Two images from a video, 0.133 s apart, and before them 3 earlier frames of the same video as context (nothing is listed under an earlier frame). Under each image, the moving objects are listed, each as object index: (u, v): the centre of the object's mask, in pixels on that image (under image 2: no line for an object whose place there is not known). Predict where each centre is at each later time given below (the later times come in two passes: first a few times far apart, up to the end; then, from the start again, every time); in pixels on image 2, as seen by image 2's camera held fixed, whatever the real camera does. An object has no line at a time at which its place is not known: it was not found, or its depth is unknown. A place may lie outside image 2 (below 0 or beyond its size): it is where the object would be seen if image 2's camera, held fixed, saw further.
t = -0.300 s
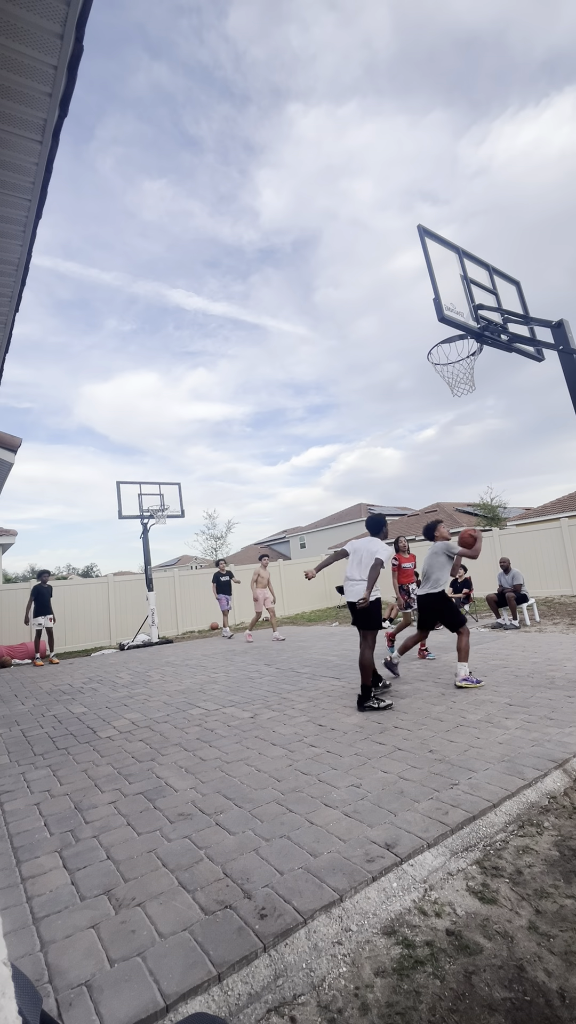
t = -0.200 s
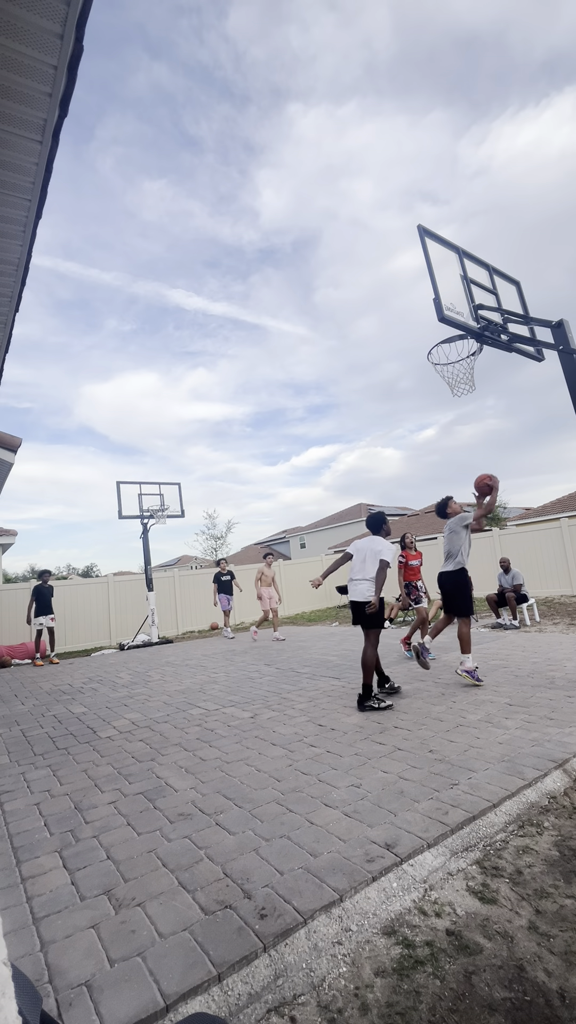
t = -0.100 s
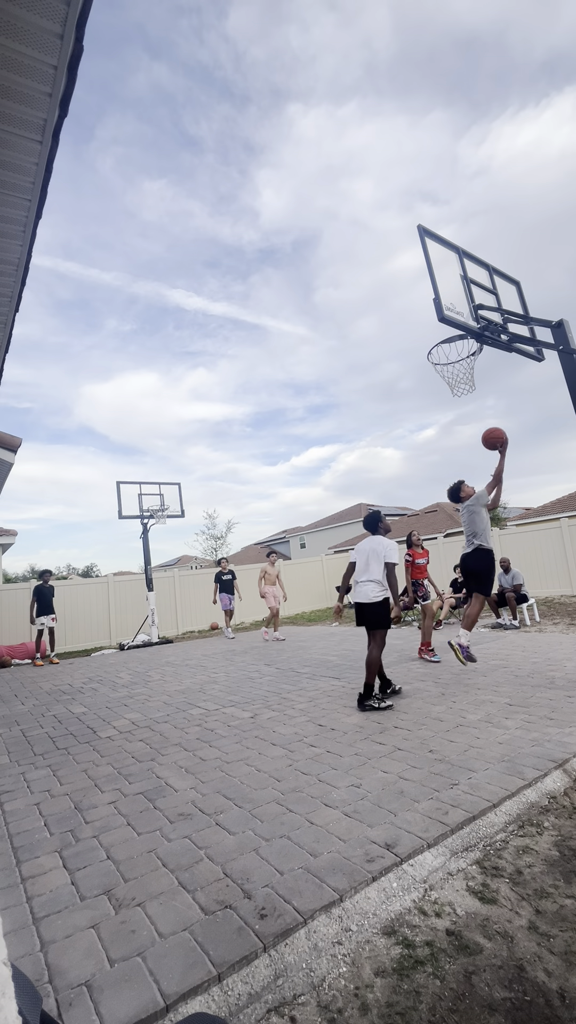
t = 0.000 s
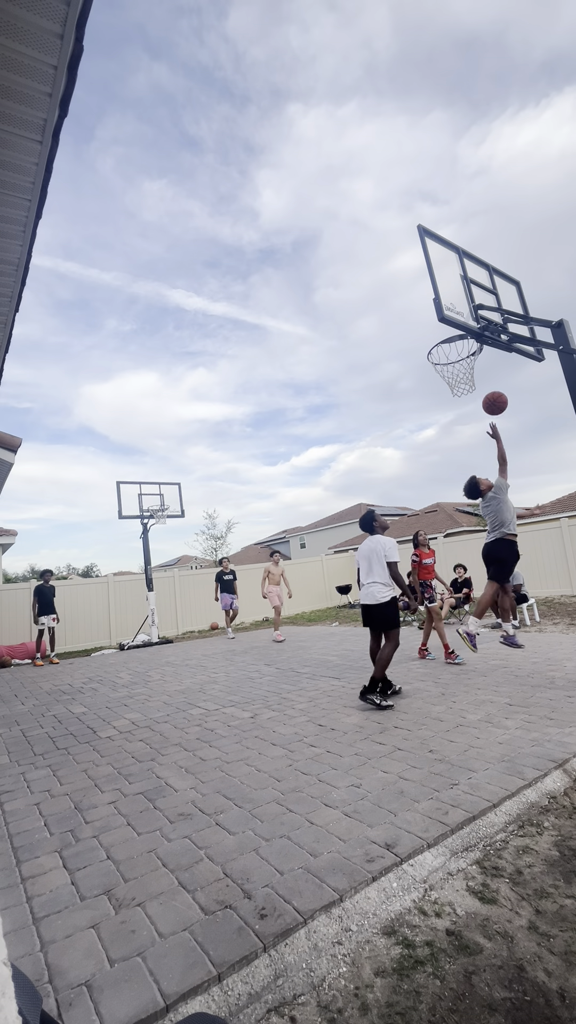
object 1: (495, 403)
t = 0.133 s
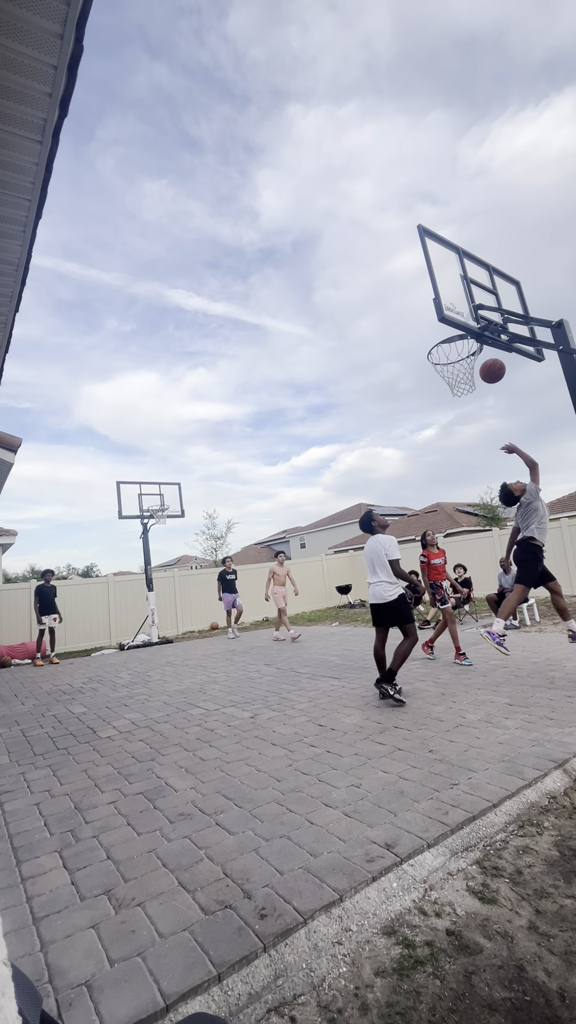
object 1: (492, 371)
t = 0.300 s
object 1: (492, 356)
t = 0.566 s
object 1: (504, 379)
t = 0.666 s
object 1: (512, 410)
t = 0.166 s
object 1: (492, 365)
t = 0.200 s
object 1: (492, 361)
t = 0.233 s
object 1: (491, 358)
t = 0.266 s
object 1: (492, 357)
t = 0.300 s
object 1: (492, 356)
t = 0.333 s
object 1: (492, 355)
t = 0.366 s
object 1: (493, 356)
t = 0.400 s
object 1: (495, 357)
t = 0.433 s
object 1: (496, 359)
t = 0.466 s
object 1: (498, 362)
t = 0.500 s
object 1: (500, 366)
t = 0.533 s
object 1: (502, 372)
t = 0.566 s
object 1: (504, 379)
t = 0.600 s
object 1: (507, 388)
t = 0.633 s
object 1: (509, 399)
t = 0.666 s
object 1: (512, 410)
